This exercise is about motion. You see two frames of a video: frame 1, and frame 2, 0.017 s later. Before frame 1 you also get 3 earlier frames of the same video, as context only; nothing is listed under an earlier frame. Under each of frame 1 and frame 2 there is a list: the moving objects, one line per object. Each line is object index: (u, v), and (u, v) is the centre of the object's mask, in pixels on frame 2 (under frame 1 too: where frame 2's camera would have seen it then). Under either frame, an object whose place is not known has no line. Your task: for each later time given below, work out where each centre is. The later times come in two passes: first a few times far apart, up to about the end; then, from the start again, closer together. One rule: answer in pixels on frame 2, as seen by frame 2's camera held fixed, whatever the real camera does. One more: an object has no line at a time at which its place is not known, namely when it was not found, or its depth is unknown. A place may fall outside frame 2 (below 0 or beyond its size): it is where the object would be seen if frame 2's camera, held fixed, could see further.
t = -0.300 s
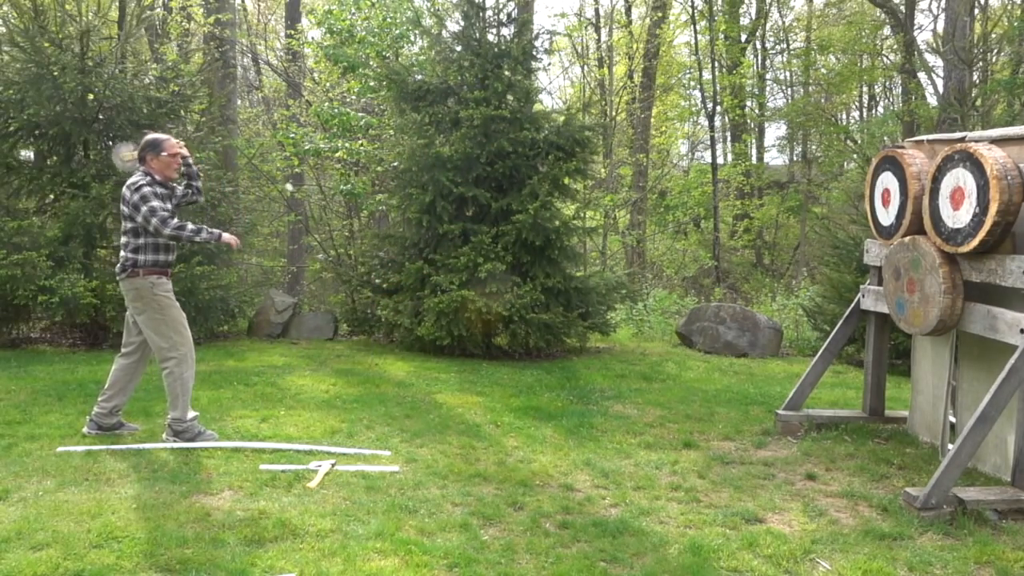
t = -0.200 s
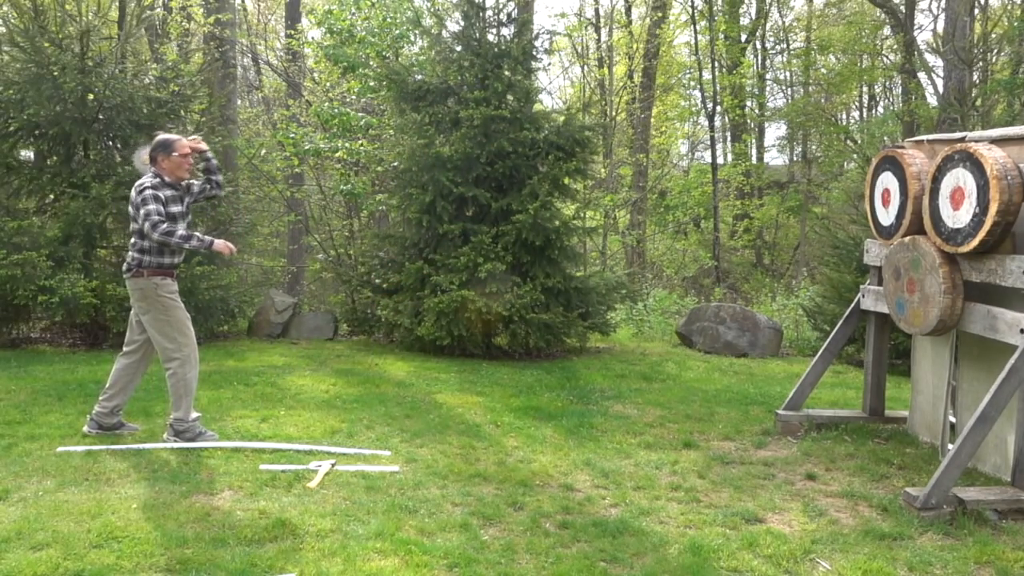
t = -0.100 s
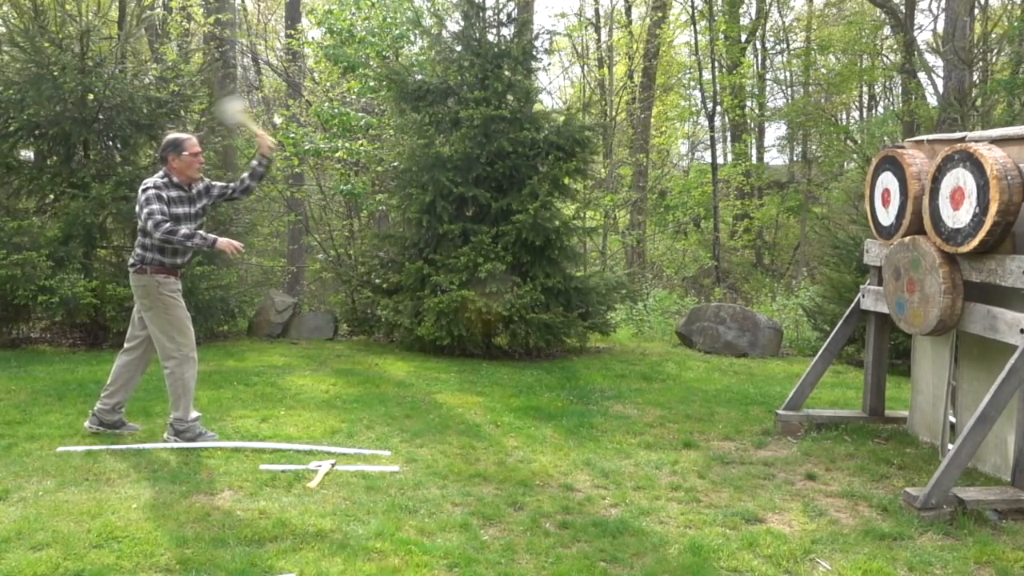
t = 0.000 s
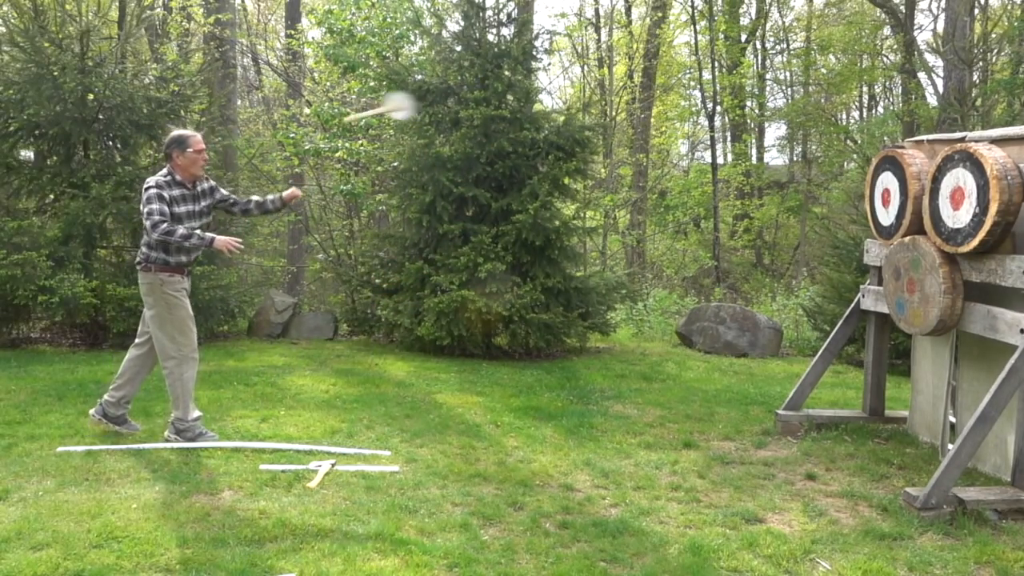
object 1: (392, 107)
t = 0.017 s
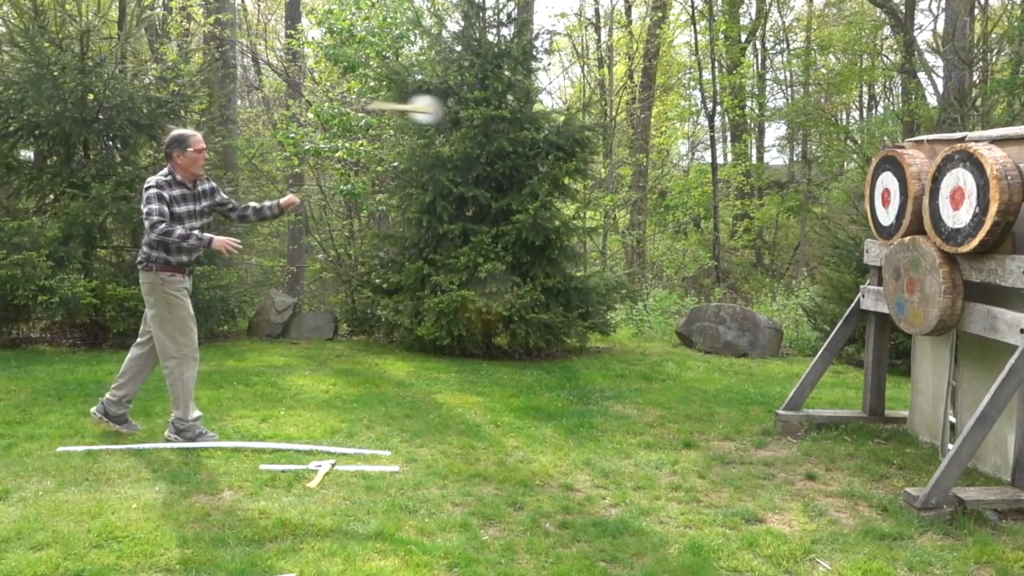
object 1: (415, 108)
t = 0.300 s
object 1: (847, 198)
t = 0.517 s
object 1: (864, 204)
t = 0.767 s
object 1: (864, 204)
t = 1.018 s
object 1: (864, 204)
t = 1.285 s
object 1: (864, 204)
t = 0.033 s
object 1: (437, 108)
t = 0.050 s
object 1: (462, 107)
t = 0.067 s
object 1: (490, 109)
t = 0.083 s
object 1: (518, 109)
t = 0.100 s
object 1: (543, 128)
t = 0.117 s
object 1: (568, 128)
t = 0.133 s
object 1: (596, 127)
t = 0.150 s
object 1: (620, 133)
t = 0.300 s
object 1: (847, 198)
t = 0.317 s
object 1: (864, 204)
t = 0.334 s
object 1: (864, 204)
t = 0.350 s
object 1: (864, 204)
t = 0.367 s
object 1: (864, 204)
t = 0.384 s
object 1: (864, 204)
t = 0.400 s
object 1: (864, 204)
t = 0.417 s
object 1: (865, 203)
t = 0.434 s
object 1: (864, 204)
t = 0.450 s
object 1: (864, 204)
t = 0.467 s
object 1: (864, 204)
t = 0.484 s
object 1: (864, 204)
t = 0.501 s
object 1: (864, 204)
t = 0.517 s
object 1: (864, 204)
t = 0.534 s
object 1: (864, 204)
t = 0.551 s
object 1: (864, 204)
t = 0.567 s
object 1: (864, 204)
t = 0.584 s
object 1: (864, 204)
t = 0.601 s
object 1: (864, 204)
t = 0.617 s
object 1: (864, 204)
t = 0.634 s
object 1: (864, 204)
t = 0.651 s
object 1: (864, 204)
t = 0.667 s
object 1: (864, 204)
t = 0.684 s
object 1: (864, 204)
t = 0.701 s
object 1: (864, 204)
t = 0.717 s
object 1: (864, 204)
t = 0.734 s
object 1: (864, 204)
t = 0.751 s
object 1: (864, 204)
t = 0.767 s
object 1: (864, 204)
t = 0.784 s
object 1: (864, 204)
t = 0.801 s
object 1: (864, 204)
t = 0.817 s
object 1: (864, 204)
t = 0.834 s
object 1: (864, 204)
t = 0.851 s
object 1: (864, 204)
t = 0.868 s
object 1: (864, 204)
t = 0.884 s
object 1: (864, 204)
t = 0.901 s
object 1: (864, 204)
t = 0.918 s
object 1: (864, 204)
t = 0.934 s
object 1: (864, 204)
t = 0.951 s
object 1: (864, 204)
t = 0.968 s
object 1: (864, 204)
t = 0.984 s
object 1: (864, 204)
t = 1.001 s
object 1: (864, 204)
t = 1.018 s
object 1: (864, 204)
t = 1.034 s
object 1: (864, 204)
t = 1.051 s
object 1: (864, 204)
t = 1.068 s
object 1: (864, 204)
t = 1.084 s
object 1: (864, 204)
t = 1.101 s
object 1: (864, 204)
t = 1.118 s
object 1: (864, 204)
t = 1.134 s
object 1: (864, 204)
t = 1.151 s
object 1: (864, 204)
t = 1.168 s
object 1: (864, 204)
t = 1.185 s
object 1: (864, 204)
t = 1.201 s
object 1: (864, 204)
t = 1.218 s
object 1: (864, 204)
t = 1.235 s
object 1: (864, 204)
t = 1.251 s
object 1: (864, 204)
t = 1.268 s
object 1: (864, 204)
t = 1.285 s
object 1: (864, 204)
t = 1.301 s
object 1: (864, 204)
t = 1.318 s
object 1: (864, 204)
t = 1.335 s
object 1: (864, 204)
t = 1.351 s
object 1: (864, 204)
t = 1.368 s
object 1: (864, 204)
